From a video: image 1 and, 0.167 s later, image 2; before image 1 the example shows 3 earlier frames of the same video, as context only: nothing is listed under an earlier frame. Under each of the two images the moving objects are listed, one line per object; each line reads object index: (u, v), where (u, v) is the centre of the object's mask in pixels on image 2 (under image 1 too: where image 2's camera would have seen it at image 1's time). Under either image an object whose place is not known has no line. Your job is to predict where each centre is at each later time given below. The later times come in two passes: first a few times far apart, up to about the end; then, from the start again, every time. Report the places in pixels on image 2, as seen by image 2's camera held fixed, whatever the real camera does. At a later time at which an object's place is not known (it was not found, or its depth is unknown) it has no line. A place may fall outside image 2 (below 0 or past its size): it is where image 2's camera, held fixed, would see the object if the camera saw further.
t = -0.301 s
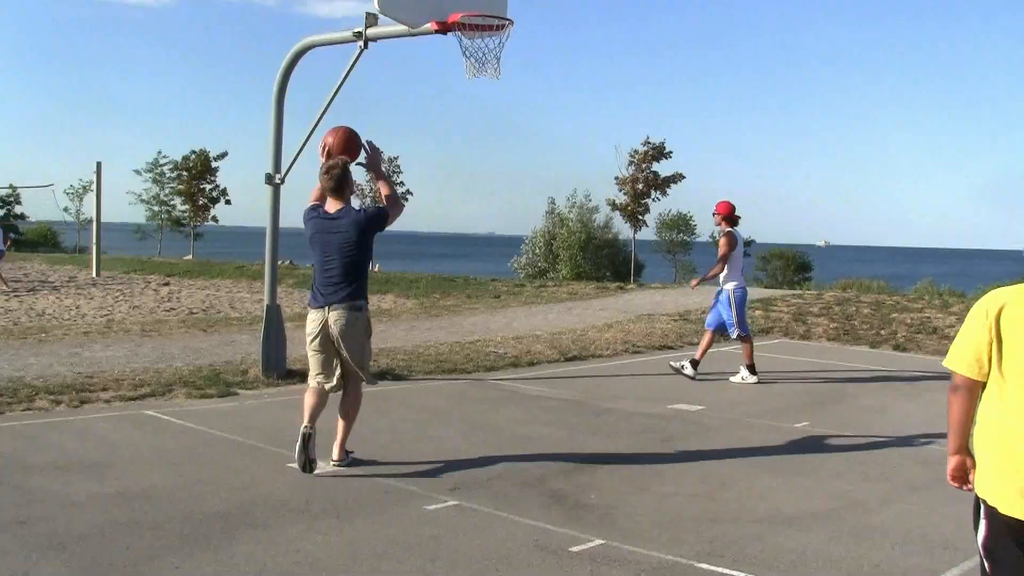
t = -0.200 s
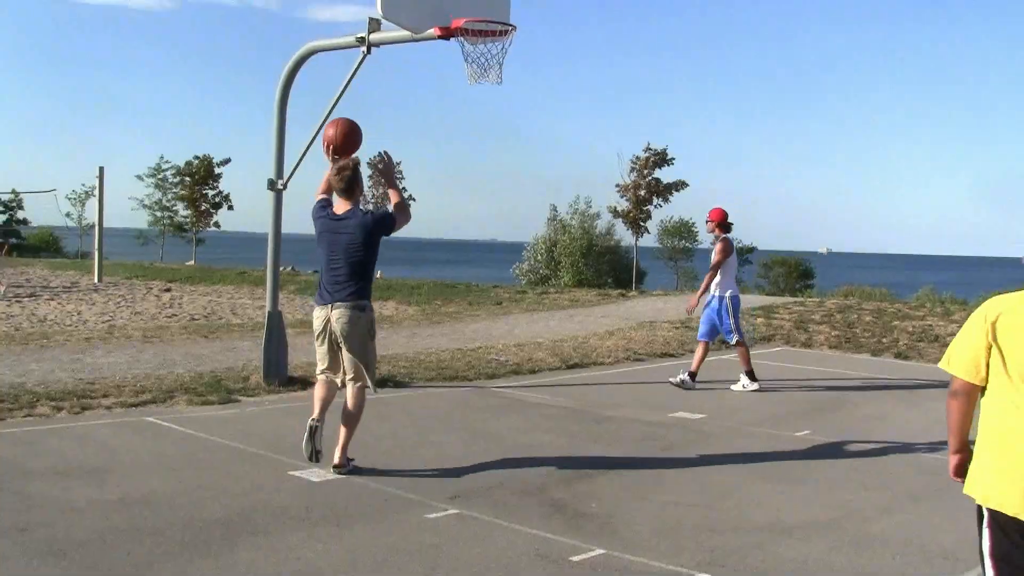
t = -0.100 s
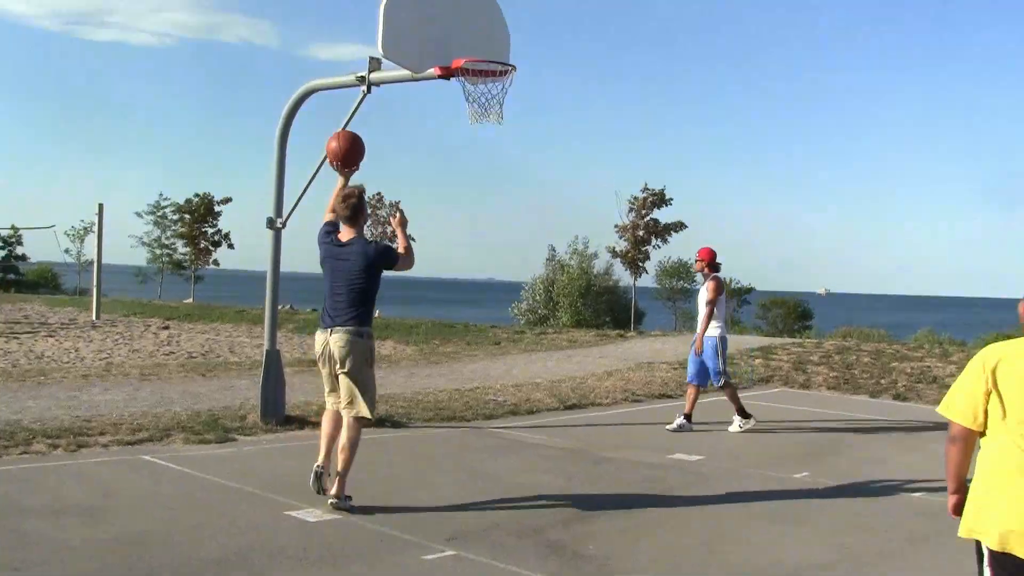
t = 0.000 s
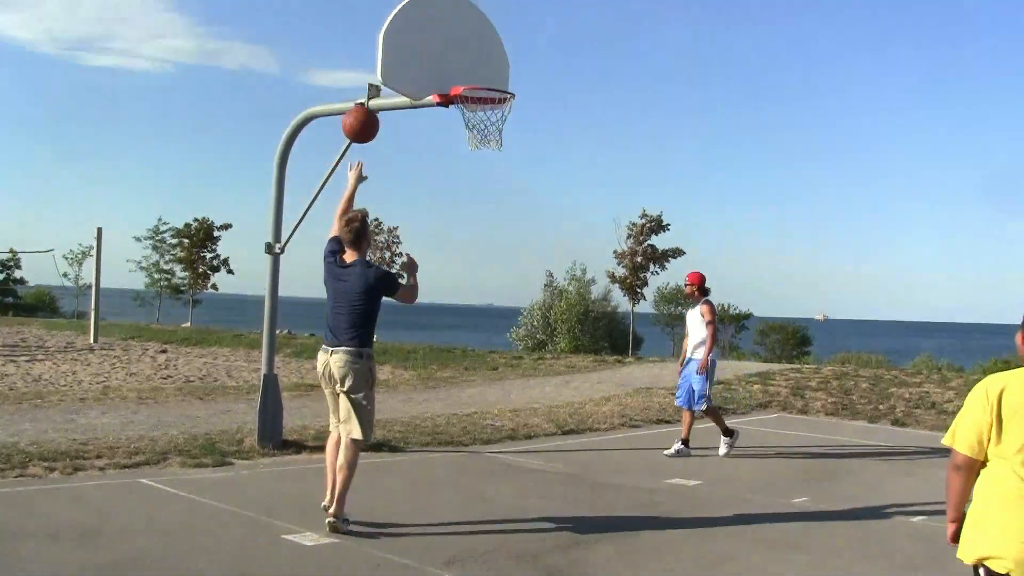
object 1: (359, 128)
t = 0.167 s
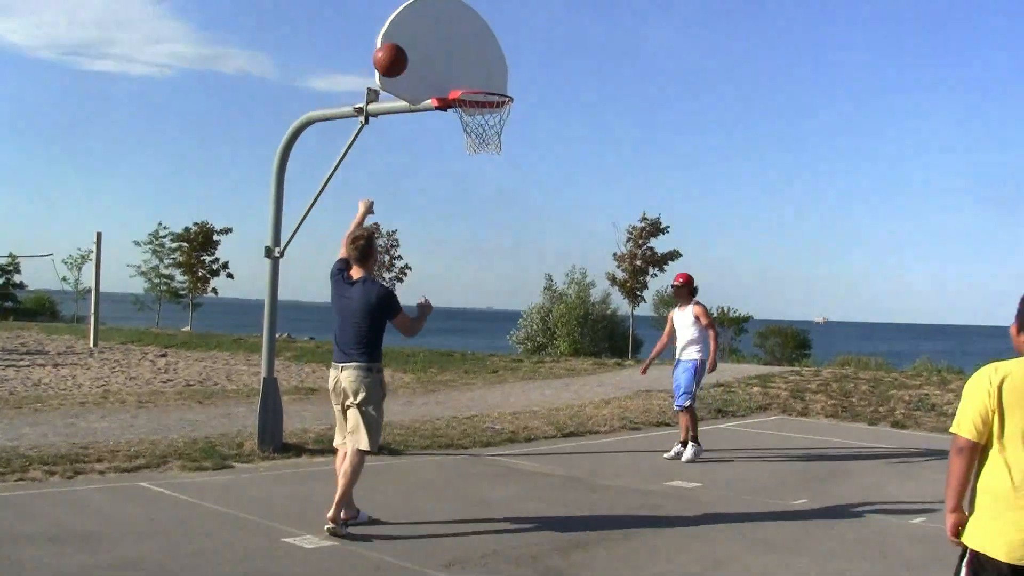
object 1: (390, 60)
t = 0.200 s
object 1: (396, 53)
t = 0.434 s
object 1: (436, 41)
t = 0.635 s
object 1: (493, 86)
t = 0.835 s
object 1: (450, 127)
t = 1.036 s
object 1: (444, 159)
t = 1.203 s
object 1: (442, 222)
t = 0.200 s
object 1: (396, 53)
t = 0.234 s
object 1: (400, 47)
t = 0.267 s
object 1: (405, 42)
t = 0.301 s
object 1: (410, 39)
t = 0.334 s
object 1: (414, 37)
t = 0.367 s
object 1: (419, 37)
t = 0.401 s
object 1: (427, 38)
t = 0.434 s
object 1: (436, 41)
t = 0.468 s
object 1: (446, 45)
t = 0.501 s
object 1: (455, 51)
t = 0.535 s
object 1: (465, 58)
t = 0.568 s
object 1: (473, 66)
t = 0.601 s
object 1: (483, 76)
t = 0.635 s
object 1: (493, 86)
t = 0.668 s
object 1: (496, 97)
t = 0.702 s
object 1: (485, 102)
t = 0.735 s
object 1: (474, 109)
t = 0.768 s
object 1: (464, 116)
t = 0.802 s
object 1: (456, 122)
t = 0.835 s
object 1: (450, 127)
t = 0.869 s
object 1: (446, 131)
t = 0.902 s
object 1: (445, 135)
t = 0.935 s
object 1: (445, 141)
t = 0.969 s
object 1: (444, 145)
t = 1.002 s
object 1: (444, 150)
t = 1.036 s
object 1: (444, 159)
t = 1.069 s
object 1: (444, 168)
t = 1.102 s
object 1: (444, 179)
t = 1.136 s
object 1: (443, 192)
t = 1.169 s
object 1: (443, 206)
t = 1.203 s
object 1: (442, 222)
